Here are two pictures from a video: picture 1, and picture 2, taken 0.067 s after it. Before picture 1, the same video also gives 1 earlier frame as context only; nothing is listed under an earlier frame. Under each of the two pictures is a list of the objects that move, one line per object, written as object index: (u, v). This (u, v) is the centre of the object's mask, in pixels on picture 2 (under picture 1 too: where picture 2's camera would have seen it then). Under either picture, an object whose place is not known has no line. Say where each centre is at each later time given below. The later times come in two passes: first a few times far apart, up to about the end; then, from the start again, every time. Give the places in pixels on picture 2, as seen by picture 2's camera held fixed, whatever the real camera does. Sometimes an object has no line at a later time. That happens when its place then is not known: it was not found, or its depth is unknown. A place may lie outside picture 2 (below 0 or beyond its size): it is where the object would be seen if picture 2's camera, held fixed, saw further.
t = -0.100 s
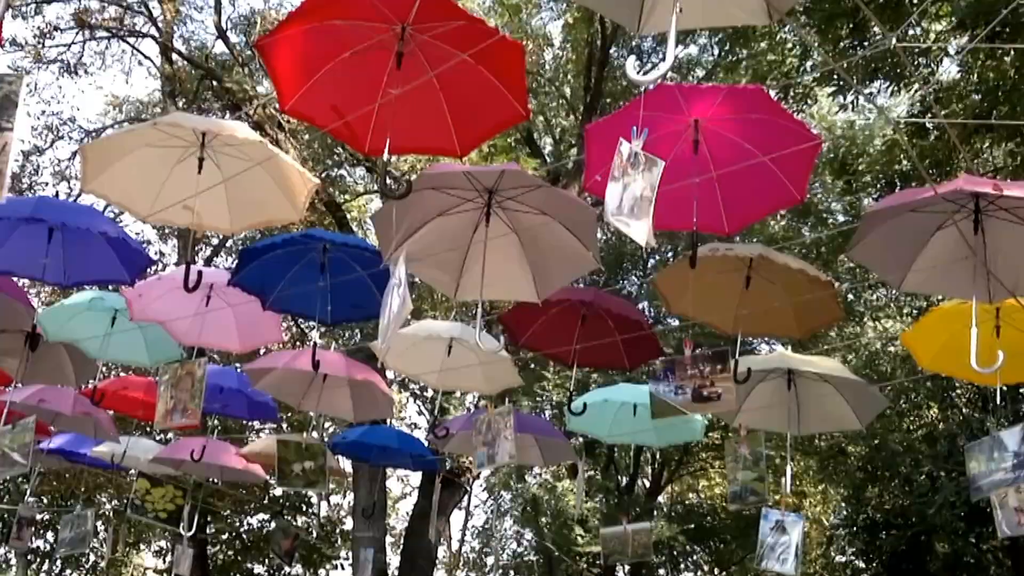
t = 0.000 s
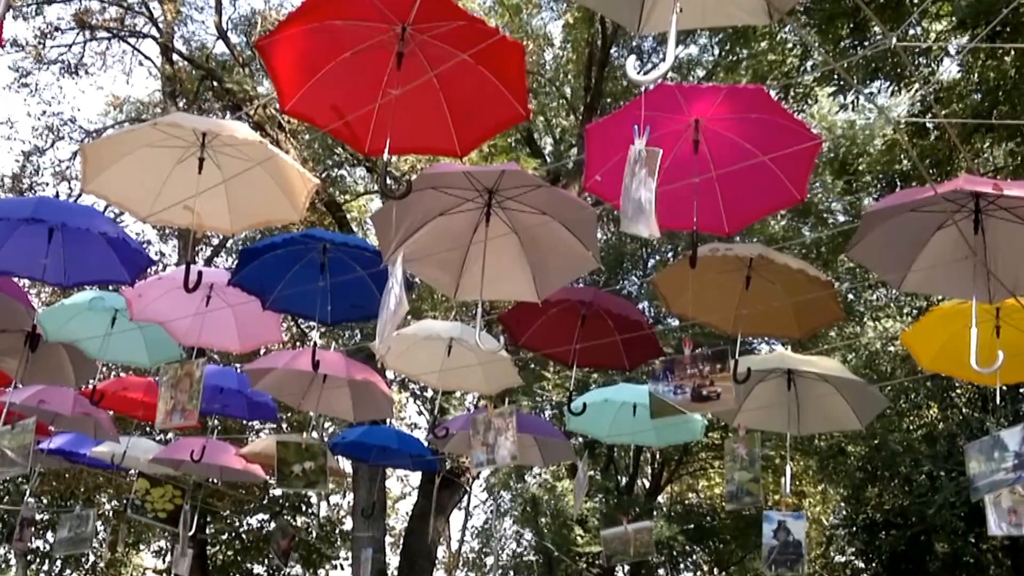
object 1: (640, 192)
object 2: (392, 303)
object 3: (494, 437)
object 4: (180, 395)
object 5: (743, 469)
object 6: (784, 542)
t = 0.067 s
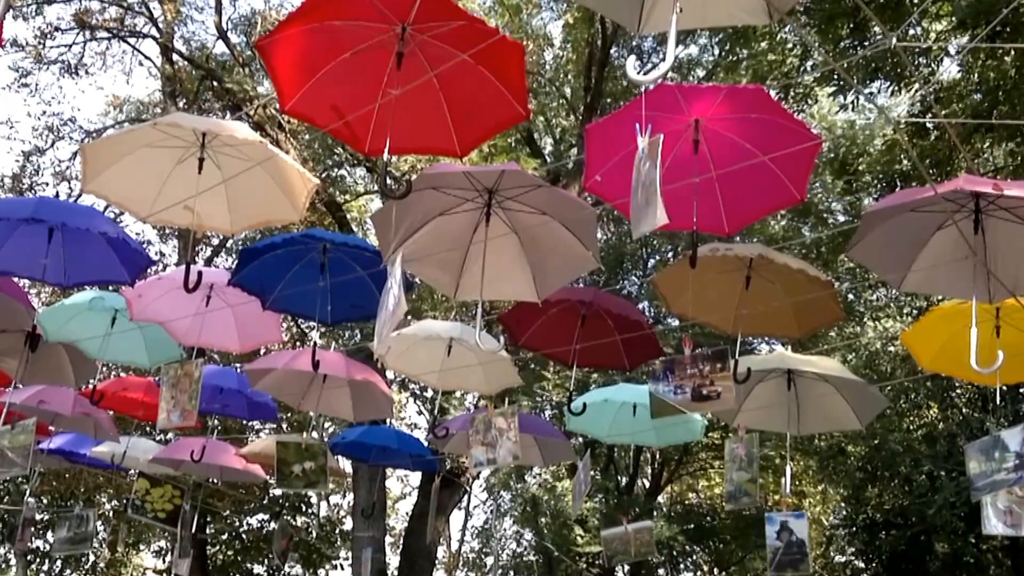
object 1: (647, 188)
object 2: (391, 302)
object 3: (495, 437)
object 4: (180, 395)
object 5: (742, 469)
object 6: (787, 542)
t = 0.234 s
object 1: (664, 167)
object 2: (388, 305)
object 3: (496, 437)
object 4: (181, 396)
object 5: (741, 469)
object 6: (794, 542)
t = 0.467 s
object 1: (675, 155)
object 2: (392, 303)
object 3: (495, 437)
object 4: (182, 392)
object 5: (744, 468)
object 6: (794, 542)
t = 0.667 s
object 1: (659, 182)
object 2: (394, 304)
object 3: (491, 437)
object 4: (183, 392)
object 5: (747, 467)
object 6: (788, 543)
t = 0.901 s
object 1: (634, 193)
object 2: (391, 306)
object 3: (483, 437)
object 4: (182, 395)
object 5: (750, 467)
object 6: (786, 537)
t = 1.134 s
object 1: (643, 191)
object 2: (388, 307)
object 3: (481, 437)
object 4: (181, 395)
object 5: (745, 468)
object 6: (789, 535)
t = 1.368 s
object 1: (683, 165)
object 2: (394, 306)
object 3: (488, 437)
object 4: (181, 396)
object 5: (737, 469)
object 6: (790, 539)
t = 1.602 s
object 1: (687, 165)
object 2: (398, 301)
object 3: (496, 437)
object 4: (186, 395)
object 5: (736, 469)
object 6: (788, 539)
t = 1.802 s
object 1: (635, 186)
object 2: (396, 299)
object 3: (496, 438)
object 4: (196, 393)
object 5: (743, 468)
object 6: (786, 542)
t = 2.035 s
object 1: (603, 184)
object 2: (392, 302)
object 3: (491, 438)
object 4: (205, 393)
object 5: (751, 468)
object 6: (786, 542)
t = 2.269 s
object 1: (639, 190)
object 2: (394, 305)
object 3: (490, 438)
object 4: (198, 396)
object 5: (750, 469)
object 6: (789, 541)
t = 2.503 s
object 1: (683, 149)
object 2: (396, 307)
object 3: (492, 436)
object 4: (185, 396)
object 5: (742, 470)
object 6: (789, 541)
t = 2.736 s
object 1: (683, 148)
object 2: (395, 305)
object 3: (491, 436)
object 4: (181, 397)
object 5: (740, 470)
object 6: (786, 541)
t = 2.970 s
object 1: (641, 188)
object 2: (390, 300)
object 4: (188, 393)
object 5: (745, 469)
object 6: (786, 541)
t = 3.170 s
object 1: (624, 196)
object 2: (384, 300)
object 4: (195, 389)
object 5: (751, 468)
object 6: (789, 540)
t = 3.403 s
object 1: (639, 186)
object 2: (386, 304)
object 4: (198, 392)
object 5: (752, 467)
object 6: (792, 540)
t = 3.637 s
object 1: (653, 139)
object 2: (395, 305)
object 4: (194, 397)
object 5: (740, 470)
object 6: (789, 539)
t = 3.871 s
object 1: (652, 142)
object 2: (399, 305)
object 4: (191, 397)
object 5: (732, 469)
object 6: (784, 539)
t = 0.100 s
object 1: (651, 185)
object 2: (390, 303)
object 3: (495, 437)
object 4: (180, 395)
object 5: (742, 469)
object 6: (789, 542)
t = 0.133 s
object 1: (654, 181)
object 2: (390, 303)
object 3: (495, 437)
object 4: (180, 395)
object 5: (741, 469)
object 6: (791, 543)
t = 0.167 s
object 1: (658, 177)
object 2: (389, 303)
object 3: (495, 437)
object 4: (180, 395)
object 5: (741, 469)
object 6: (792, 542)
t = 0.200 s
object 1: (661, 172)
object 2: (388, 305)
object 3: (496, 437)
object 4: (181, 395)
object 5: (741, 469)
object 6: (793, 542)
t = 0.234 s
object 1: (664, 167)
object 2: (388, 305)
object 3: (496, 437)
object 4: (181, 396)
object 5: (741, 469)
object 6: (794, 542)
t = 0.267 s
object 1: (667, 162)
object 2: (388, 305)
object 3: (496, 438)
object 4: (181, 396)
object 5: (741, 470)
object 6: (795, 542)
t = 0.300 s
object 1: (669, 158)
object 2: (389, 304)
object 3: (495, 438)
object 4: (181, 394)
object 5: (741, 469)
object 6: (795, 542)
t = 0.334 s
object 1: (671, 154)
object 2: (389, 304)
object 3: (496, 437)
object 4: (181, 394)
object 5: (741, 469)
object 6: (796, 542)
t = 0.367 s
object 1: (673, 152)
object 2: (390, 303)
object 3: (496, 437)
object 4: (181, 393)
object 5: (742, 470)
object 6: (795, 542)
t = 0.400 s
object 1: (674, 152)
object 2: (390, 303)
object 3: (496, 437)
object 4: (182, 392)
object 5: (742, 469)
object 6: (795, 542)
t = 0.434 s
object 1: (675, 152)
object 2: (391, 303)
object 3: (496, 437)
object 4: (182, 392)
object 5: (743, 469)
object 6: (795, 542)
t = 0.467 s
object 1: (675, 155)
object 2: (392, 303)
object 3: (495, 437)
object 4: (182, 392)
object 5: (744, 468)
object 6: (794, 542)
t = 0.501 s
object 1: (674, 158)
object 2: (393, 303)
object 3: (495, 437)
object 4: (182, 392)
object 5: (744, 468)
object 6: (794, 542)
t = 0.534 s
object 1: (672, 163)
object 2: (393, 303)
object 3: (494, 437)
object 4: (182, 392)
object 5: (745, 468)
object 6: (793, 542)
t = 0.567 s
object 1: (670, 168)
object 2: (394, 303)
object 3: (494, 437)
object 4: (183, 391)
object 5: (746, 467)
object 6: (791, 543)
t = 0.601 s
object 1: (667, 173)
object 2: (394, 303)
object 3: (493, 437)
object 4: (183, 391)
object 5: (746, 467)
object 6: (790, 542)
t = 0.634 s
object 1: (664, 178)
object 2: (394, 304)
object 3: (492, 437)
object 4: (182, 393)
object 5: (747, 467)
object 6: (789, 542)
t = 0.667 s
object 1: (659, 182)
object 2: (394, 304)
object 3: (491, 437)
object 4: (183, 392)
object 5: (747, 467)
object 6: (788, 543)
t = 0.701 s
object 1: (655, 186)
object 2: (394, 304)
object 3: (489, 437)
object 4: (182, 392)
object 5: (748, 467)
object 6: (787, 543)
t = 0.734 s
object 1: (650, 189)
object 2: (394, 305)
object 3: (488, 437)
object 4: (183, 392)
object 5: (748, 467)
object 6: (787, 543)
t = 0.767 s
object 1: (646, 191)
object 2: (394, 305)
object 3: (487, 437)
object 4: (183, 391)
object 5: (749, 466)
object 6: (787, 543)
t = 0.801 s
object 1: (642, 192)
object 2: (393, 305)
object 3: (486, 437)
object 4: (182, 393)
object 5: (749, 467)
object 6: (787, 543)
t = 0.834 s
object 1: (638, 193)
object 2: (392, 305)
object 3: (485, 437)
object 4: (182, 394)
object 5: (749, 466)
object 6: (786, 539)
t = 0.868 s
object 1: (636, 193)
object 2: (392, 305)
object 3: (484, 437)
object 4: (182, 394)
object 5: (749, 466)
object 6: (786, 537)
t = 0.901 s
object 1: (634, 193)
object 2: (391, 306)
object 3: (483, 437)
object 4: (182, 395)
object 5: (750, 467)
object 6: (786, 537)
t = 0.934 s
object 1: (632, 192)
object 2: (390, 306)
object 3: (482, 437)
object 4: (182, 393)
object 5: (749, 467)
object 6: (786, 536)
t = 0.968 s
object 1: (632, 192)
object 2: (389, 306)
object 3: (481, 437)
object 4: (182, 393)
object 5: (749, 467)
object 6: (787, 535)
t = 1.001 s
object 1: (633, 192)
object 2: (389, 306)
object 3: (481, 437)
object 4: (181, 395)
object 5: (748, 467)
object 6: (787, 535)
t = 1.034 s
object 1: (634, 192)
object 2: (388, 306)
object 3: (481, 437)
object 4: (181, 394)
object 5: (747, 467)
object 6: (788, 535)
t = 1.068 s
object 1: (636, 192)
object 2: (388, 307)
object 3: (481, 437)
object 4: (181, 395)
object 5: (746, 468)
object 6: (788, 535)
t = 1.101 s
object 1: (640, 191)
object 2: (388, 307)
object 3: (481, 437)
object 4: (181, 395)
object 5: (745, 468)
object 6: (789, 535)
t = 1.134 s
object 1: (643, 191)
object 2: (388, 307)
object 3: (481, 437)
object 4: (181, 395)
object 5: (745, 468)
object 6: (789, 535)
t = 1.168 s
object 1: (648, 190)
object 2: (388, 307)
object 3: (481, 437)
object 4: (181, 395)
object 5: (744, 468)
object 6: (789, 534)
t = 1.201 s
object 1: (653, 188)
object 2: (389, 307)
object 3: (482, 437)
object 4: (181, 395)
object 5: (743, 468)
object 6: (789, 535)
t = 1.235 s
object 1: (659, 185)
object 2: (390, 307)
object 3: (483, 437)
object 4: (180, 396)
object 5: (741, 468)
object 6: (789, 537)
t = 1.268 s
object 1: (665, 180)
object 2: (391, 306)
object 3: (484, 437)
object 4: (180, 396)
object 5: (740, 468)
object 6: (790, 538)
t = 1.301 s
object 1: (671, 176)
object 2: (392, 306)
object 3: (486, 437)
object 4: (180, 396)
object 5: (739, 469)
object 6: (790, 539)
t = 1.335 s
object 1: (677, 170)
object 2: (393, 306)
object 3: (487, 437)
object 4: (180, 396)
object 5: (738, 469)
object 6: (790, 539)
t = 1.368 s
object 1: (683, 165)
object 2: (394, 306)
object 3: (488, 437)
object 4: (181, 396)
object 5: (737, 469)
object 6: (790, 539)
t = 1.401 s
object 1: (688, 161)
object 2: (395, 306)
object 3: (490, 437)
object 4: (181, 396)
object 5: (737, 469)
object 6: (790, 539)
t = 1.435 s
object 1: (691, 158)
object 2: (396, 305)
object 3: (491, 437)
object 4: (181, 396)
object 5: (736, 469)
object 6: (790, 539)
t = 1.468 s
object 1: (694, 157)
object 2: (397, 304)
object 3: (492, 437)
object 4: (182, 395)
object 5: (736, 469)
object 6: (790, 539)
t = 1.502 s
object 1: (695, 156)
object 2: (397, 303)
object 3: (494, 437)
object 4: (182, 396)
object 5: (736, 469)
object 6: (789, 539)
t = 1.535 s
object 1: (694, 158)
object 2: (398, 303)
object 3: (495, 437)
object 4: (183, 398)
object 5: (736, 469)
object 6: (789, 539)
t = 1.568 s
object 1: (692, 161)
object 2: (398, 302)
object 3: (495, 437)
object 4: (184, 398)
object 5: (736, 469)
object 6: (789, 539)
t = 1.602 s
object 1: (687, 165)
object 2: (398, 301)
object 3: (496, 437)
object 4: (186, 395)
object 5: (736, 469)
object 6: (788, 539)
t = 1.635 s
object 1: (681, 169)
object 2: (398, 301)
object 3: (497, 438)
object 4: (187, 395)
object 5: (737, 469)
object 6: (788, 540)
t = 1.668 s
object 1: (673, 174)
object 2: (398, 301)
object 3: (498, 438)
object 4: (189, 394)
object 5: (738, 469)
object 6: (787, 541)
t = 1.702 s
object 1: (664, 179)
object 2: (397, 300)
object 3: (498, 438)
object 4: (190, 395)
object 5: (739, 469)
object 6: (787, 541)
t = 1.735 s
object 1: (654, 182)
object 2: (397, 299)
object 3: (498, 438)
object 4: (192, 393)
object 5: (740, 469)
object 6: (787, 542)
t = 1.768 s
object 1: (644, 185)
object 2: (396, 299)
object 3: (498, 438)
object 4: (194, 393)
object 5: (742, 469)
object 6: (786, 542)
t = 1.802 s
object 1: (635, 186)
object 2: (396, 299)
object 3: (496, 438)
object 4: (196, 393)
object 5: (743, 468)
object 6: (786, 542)
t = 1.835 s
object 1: (626, 187)
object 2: (395, 299)
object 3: (496, 438)
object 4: (198, 392)
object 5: (744, 468)
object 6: (786, 542)
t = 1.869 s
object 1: (618, 186)
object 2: (394, 299)
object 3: (495, 438)
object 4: (199, 393)
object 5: (746, 468)
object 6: (785, 542)
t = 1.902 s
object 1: (612, 185)
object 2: (394, 299)
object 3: (495, 438)
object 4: (201, 393)
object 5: (747, 469)
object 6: (785, 542)
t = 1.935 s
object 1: (607, 185)
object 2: (393, 299)
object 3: (493, 438)
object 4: (202, 393)
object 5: (749, 469)
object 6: (785, 542)
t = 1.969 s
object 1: (604, 184)
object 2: (393, 299)
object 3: (493, 438)
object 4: (204, 393)
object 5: (750, 469)
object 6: (786, 542)
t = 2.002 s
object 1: (603, 183)
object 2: (392, 301)
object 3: (492, 438)
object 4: (205, 393)
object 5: (750, 469)
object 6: (786, 542)
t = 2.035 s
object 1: (603, 184)
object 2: (392, 302)
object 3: (491, 438)
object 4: (205, 393)
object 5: (751, 468)
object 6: (786, 542)
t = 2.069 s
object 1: (605, 184)
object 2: (392, 301)
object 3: (490, 438)
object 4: (205, 393)
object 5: (751, 468)
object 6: (786, 542)
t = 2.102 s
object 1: (608, 186)
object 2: (393, 301)
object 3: (490, 438)
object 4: (205, 393)
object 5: (751, 468)
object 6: (787, 541)
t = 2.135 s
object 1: (613, 188)
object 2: (393, 302)
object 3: (490, 438)
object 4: (204, 394)
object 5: (751, 468)
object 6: (787, 541)
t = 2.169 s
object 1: (619, 190)
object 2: (393, 304)
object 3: (490, 438)
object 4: (203, 394)
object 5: (751, 468)
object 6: (788, 541)
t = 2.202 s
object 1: (625, 191)
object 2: (393, 305)
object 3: (490, 437)
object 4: (202, 395)
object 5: (751, 469)
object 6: (788, 541)
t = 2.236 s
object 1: (632, 190)
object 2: (394, 305)
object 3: (490, 438)
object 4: (200, 395)
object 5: (751, 469)
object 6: (789, 541)
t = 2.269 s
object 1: (639, 190)
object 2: (394, 305)
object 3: (490, 438)
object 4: (198, 396)
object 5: (750, 469)
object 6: (789, 541)
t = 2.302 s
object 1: (648, 188)
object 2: (394, 306)
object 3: (490, 438)
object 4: (196, 396)
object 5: (749, 469)
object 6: (790, 541)
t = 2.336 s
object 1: (656, 183)
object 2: (395, 306)
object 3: (491, 438)
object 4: (194, 396)
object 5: (748, 469)
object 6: (790, 541)
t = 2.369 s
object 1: (662, 176)
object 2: (395, 307)
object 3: (490, 438)
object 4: (192, 396)
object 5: (746, 469)
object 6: (790, 541)
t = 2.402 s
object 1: (669, 169)
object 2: (396, 307)
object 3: (490, 437)
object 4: (190, 396)
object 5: (745, 469)
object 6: (790, 541)
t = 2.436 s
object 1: (674, 163)
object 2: (396, 307)
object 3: (491, 437)
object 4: (188, 396)
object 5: (744, 469)
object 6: (790, 541)
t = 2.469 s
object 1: (679, 156)
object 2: (396, 307)
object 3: (492, 436)
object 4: (187, 396)
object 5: (744, 470)
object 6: (790, 541)
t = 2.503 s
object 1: (683, 149)
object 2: (396, 307)
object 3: (492, 436)
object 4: (185, 396)
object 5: (742, 470)
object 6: (789, 541)
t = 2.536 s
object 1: (686, 144)
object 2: (396, 307)
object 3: (492, 436)
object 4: (184, 396)
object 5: (742, 470)
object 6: (789, 541)
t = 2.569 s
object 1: (688, 140)
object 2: (396, 307)
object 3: (492, 435)
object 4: (183, 395)
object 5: (741, 470)
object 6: (788, 541)
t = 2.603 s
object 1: (688, 137)
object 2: (396, 307)
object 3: (492, 438)
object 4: (182, 395)
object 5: (740, 469)
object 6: (788, 541)
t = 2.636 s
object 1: (688, 137)
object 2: (396, 306)
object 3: (491, 434)
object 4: (182, 395)
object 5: (740, 469)
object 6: (787, 541)
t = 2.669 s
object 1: (687, 139)
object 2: (395, 306)
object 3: (491, 434)
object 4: (182, 395)
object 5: (739, 469)
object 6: (787, 541)
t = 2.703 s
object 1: (686, 144)
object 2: (395, 305)
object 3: (491, 434)
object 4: (181, 397)
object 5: (739, 469)
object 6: (786, 541)
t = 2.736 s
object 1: (683, 148)
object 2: (395, 305)
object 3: (491, 436)
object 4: (181, 397)
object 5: (740, 470)
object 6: (786, 541)
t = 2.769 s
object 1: (679, 156)
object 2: (395, 304)
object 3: (491, 436)
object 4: (182, 397)
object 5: (740, 470)
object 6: (785, 541)
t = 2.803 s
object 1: (674, 163)
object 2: (394, 303)
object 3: (490, 435)
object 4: (182, 397)
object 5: (740, 470)
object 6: (785, 541)
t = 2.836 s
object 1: (668, 170)
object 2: (394, 302)
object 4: (183, 397)
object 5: (741, 470)
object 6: (785, 541)
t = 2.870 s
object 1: (662, 177)
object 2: (393, 302)
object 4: (184, 395)
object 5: (742, 469)
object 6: (785, 541)
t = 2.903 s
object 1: (655, 182)
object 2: (392, 301)
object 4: (185, 394)
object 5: (743, 469)
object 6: (785, 541)
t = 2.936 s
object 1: (647, 187)
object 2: (391, 301)
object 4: (186, 395)
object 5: (744, 469)
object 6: (785, 541)
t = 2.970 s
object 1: (641, 188)
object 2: (390, 300)
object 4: (188, 393)
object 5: (745, 469)
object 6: (786, 541)
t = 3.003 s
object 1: (635, 190)
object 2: (389, 300)
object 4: (189, 393)
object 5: (746, 469)
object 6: (786, 541)
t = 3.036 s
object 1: (631, 190)
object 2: (388, 300)
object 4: (190, 392)
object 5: (747, 469)
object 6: (787, 541)
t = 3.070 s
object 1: (627, 191)
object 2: (387, 300)
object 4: (192, 391)
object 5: (748, 469)
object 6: (787, 541)
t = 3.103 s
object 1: (625, 190)
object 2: (385, 300)
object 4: (193, 390)
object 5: (749, 468)
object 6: (788, 540)
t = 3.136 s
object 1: (624, 192)
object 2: (385, 300)
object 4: (194, 390)
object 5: (750, 468)
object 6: (789, 540)
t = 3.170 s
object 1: (624, 196)
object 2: (384, 300)
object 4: (195, 389)
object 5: (751, 468)
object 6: (789, 540)
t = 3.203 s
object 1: (625, 203)
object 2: (384, 300)
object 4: (196, 390)
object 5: (752, 467)
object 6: (790, 540)
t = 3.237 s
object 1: (625, 208)
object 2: (384, 301)
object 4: (197, 390)
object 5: (752, 468)
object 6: (790, 540)
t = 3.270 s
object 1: (627, 204)
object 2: (384, 302)
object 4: (198, 390)
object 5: (752, 467)
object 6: (791, 540)
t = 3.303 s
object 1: (631, 192)
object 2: (384, 302)
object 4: (198, 391)
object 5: (752, 467)
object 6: (791, 540)
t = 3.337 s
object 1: (633, 190)
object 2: (385, 303)
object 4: (198, 392)
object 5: (752, 467)
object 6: (791, 540)
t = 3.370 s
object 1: (636, 188)
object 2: (386, 303)
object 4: (199, 392)
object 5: (751, 467)
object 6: (792, 540)
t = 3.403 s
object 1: (639, 186)
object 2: (386, 304)
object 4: (198, 392)
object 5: (752, 467)
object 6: (792, 540)
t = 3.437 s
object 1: (641, 183)
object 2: (388, 305)
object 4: (198, 393)
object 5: (750, 468)
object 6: (792, 540)
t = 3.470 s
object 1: (643, 175)
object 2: (389, 305)
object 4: (198, 394)
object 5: (749, 468)
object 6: (792, 540)
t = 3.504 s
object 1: (645, 168)
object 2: (390, 306)
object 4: (197, 394)
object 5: (748, 469)
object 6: (791, 540)
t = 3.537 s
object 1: (647, 162)
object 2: (391, 307)
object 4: (197, 395)
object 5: (746, 469)
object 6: (791, 540)
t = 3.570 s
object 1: (649, 151)
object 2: (393, 305)
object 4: (196, 396)
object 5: (744, 469)
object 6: (790, 540)
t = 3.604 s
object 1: (651, 143)
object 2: (394, 306)
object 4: (195, 396)
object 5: (742, 469)
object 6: (789, 539)
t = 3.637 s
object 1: (653, 139)
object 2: (395, 305)
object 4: (194, 397)
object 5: (740, 470)
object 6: (789, 539)
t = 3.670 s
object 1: (654, 132)
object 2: (396, 306)
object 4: (193, 397)
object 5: (738, 469)
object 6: (788, 539)
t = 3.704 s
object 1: (654, 126)
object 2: (397, 307)
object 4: (193, 397)
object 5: (736, 469)
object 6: (787, 539)
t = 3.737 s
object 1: (655, 130)
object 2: (398, 307)
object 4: (192, 397)
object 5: (735, 469)
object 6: (786, 539)
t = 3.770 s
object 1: (655, 132)
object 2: (399, 305)
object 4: (192, 397)
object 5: (734, 469)
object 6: (786, 539)
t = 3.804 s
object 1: (654, 134)
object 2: (399, 306)
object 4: (191, 397)
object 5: (734, 469)
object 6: (785, 539)
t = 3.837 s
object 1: (653, 137)
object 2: (399, 305)
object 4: (191, 397)
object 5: (732, 469)
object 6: (784, 539)
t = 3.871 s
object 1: (652, 142)
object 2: (399, 305)
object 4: (191, 397)
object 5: (732, 469)
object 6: (784, 539)
